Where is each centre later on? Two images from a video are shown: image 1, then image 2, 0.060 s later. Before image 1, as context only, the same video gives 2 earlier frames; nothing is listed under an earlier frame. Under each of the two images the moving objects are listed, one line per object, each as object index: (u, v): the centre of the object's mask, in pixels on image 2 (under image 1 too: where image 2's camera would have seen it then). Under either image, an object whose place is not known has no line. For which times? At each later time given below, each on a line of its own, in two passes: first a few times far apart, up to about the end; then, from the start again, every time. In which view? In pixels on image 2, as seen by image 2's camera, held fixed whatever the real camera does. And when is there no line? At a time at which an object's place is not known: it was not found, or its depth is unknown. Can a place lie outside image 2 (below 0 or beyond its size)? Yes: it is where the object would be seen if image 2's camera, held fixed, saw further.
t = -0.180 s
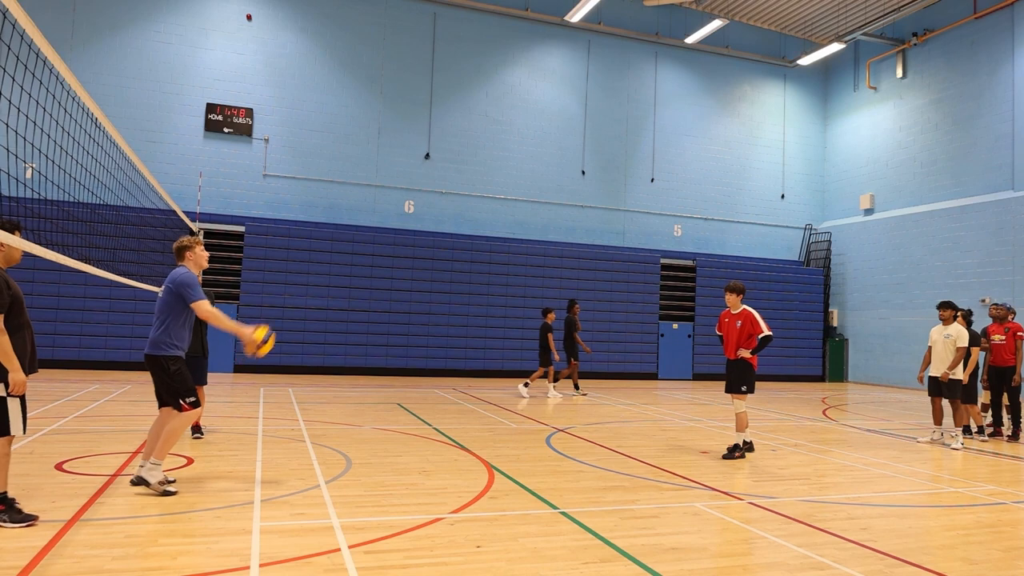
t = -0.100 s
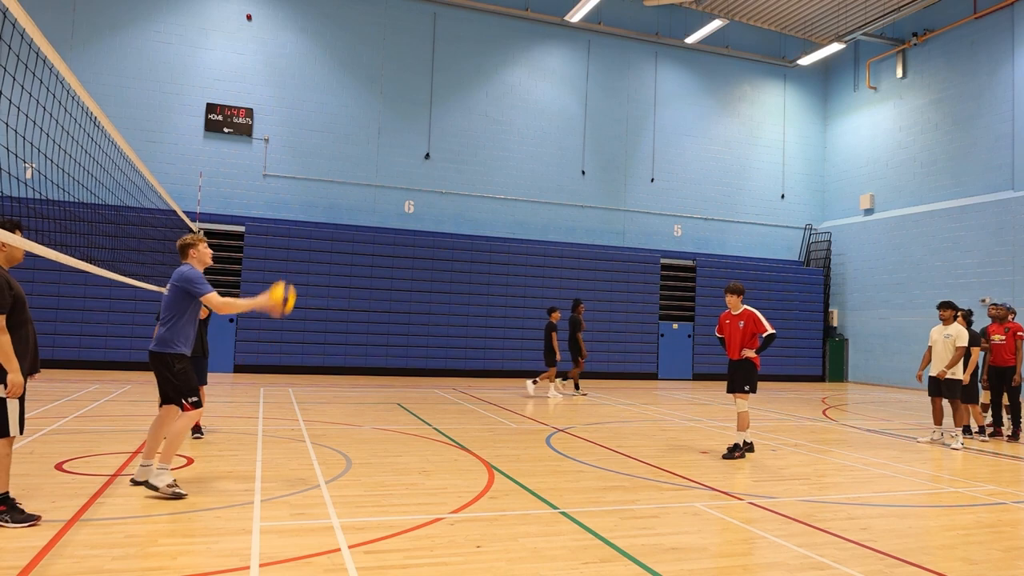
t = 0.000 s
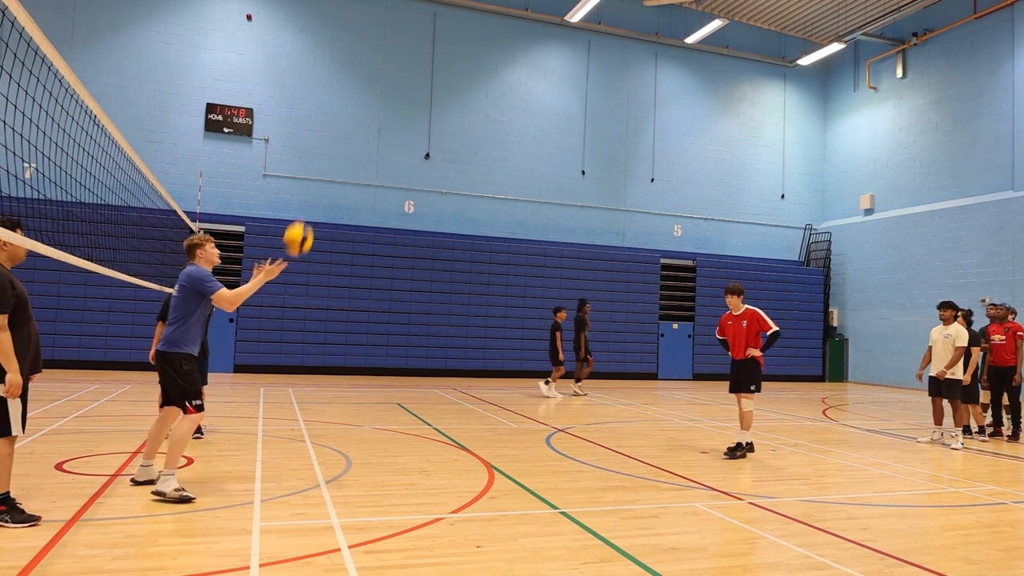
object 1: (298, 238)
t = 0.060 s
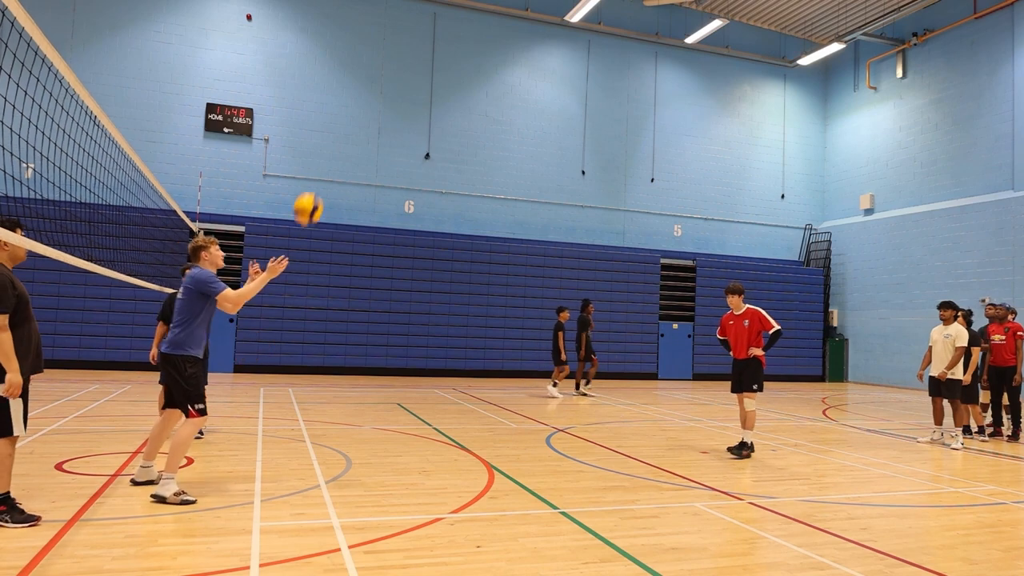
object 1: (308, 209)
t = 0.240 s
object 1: (335, 146)
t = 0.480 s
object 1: (369, 128)
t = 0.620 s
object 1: (387, 152)
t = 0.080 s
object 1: (311, 199)
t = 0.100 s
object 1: (314, 191)
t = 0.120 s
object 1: (317, 183)
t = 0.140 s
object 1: (321, 175)
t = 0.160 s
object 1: (323, 168)
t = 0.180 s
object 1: (326, 162)
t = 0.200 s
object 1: (330, 156)
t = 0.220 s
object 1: (332, 151)
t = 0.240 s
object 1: (335, 146)
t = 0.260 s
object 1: (338, 142)
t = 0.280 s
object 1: (341, 138)
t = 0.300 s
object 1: (344, 135)
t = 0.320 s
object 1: (347, 132)
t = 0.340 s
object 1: (350, 130)
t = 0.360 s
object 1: (353, 128)
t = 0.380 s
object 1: (355, 126)
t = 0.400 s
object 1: (358, 126)
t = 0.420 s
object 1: (361, 126)
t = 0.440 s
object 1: (364, 126)
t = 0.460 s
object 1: (366, 127)
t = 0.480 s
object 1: (369, 128)
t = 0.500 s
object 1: (372, 130)
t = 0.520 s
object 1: (374, 132)
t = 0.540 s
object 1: (377, 135)
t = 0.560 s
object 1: (379, 138)
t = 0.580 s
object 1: (382, 142)
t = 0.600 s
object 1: (384, 146)
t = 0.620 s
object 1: (387, 152)
